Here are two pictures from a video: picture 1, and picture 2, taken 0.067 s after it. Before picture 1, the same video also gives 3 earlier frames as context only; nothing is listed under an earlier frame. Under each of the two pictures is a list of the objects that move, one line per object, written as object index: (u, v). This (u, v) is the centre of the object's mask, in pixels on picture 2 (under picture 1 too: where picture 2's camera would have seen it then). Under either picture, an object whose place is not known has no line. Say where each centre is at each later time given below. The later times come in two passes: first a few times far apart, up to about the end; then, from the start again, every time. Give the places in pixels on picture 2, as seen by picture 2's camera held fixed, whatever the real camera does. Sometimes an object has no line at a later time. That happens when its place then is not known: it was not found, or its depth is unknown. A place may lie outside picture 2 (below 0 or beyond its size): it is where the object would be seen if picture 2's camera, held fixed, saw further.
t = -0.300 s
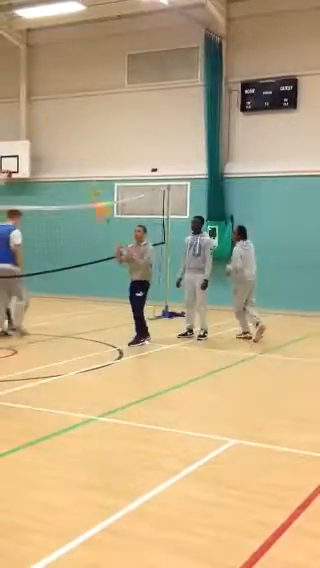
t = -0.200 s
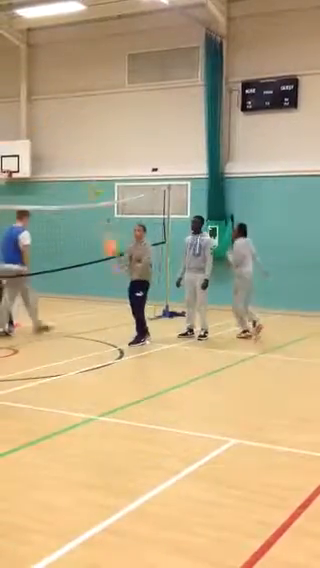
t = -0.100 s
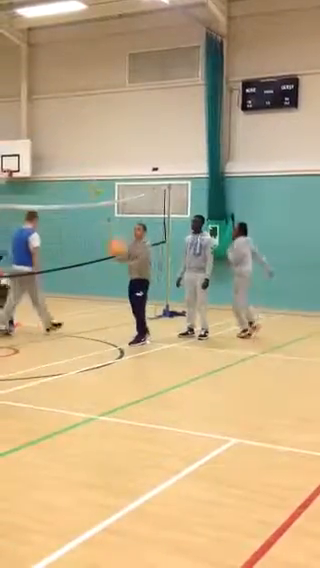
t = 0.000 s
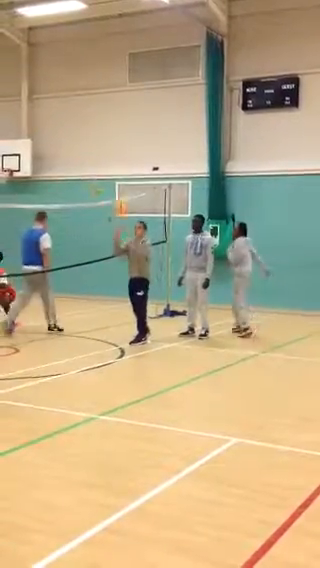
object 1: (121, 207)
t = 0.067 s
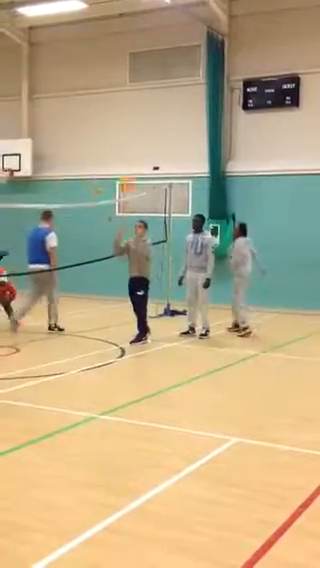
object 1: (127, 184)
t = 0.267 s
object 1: (139, 137)
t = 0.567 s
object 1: (158, 119)
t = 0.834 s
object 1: (175, 170)
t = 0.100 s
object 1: (129, 168)
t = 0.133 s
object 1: (130, 167)
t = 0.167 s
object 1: (132, 156)
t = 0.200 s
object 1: (134, 150)
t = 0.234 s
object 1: (137, 142)
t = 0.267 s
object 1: (139, 137)
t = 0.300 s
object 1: (141, 131)
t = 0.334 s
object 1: (143, 127)
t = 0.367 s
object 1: (145, 122)
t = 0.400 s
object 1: (147, 119)
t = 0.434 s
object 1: (149, 118)
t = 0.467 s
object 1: (151, 118)
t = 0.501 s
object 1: (154, 118)
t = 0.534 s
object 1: (155, 119)
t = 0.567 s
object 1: (158, 119)
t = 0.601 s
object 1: (160, 122)
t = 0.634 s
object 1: (162, 124)
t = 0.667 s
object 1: (166, 129)
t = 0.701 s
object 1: (167, 135)
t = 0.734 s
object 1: (167, 138)
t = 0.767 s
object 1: (169, 143)
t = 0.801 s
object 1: (173, 160)
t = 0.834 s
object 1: (175, 170)
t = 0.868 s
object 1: (178, 182)
